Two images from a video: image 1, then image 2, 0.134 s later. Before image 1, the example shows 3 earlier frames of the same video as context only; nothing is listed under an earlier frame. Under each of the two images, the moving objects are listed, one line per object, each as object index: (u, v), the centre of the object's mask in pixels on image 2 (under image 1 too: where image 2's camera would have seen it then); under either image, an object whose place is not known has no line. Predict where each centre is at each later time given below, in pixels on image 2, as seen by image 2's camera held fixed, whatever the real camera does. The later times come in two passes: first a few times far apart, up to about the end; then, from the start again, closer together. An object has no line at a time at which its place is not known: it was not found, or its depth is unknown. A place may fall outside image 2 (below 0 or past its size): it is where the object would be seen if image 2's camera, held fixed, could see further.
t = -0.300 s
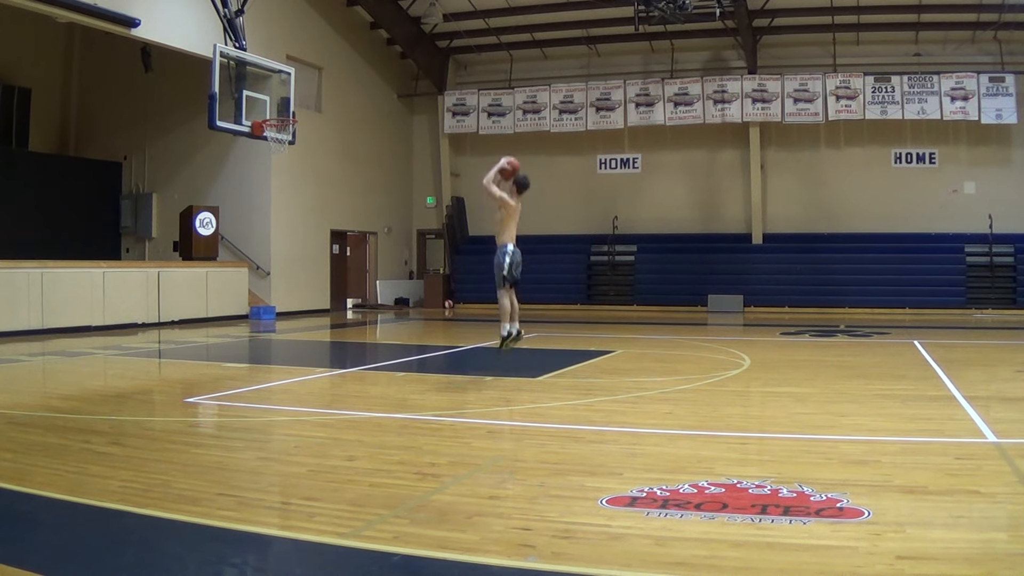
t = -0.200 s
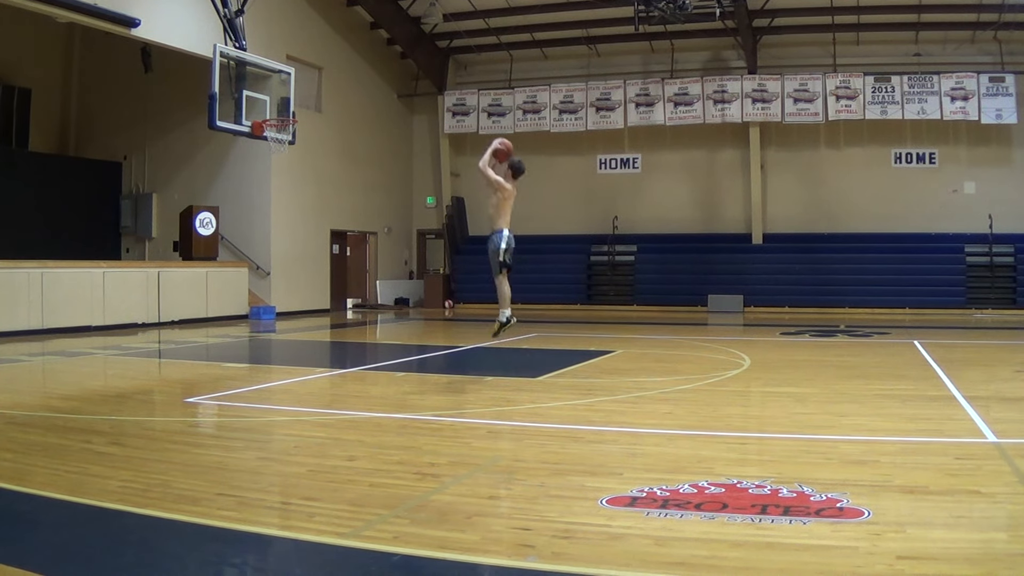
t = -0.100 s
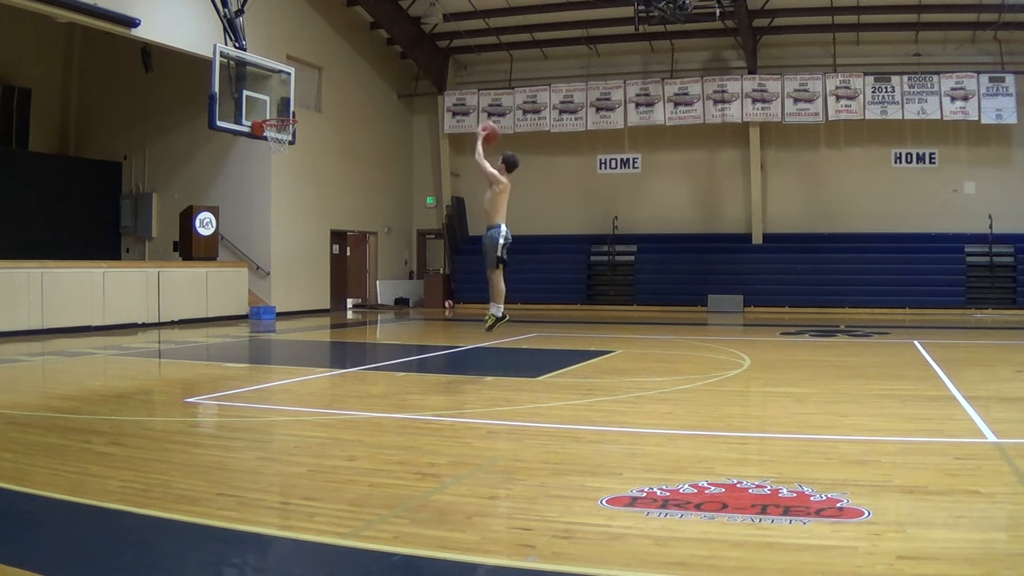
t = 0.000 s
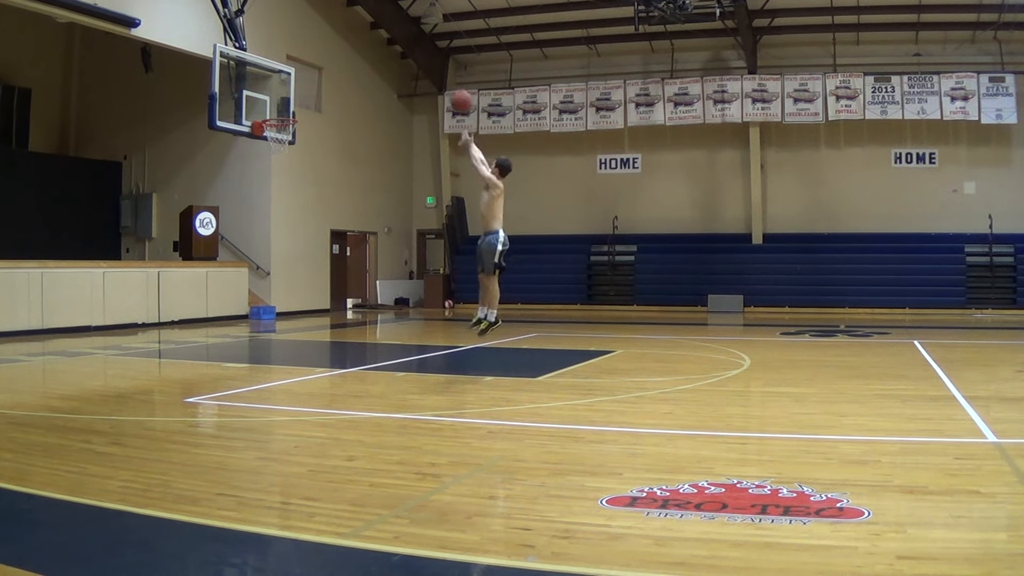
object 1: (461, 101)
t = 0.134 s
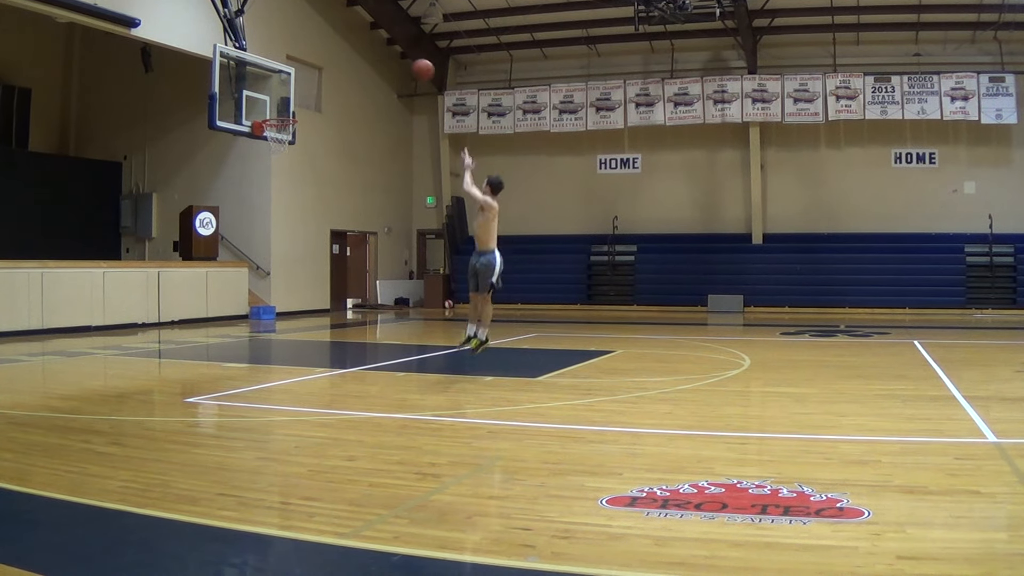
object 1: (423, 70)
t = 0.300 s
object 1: (379, 53)
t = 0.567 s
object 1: (316, 74)
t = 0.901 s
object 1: (288, 151)
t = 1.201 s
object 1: (313, 224)
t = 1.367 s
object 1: (327, 293)
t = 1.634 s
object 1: (347, 287)
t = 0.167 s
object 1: (414, 65)
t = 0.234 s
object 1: (397, 56)
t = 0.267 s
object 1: (388, 54)
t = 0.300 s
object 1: (379, 53)
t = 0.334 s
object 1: (371, 53)
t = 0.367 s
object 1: (363, 53)
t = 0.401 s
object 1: (355, 55)
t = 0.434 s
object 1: (347, 57)
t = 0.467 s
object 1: (339, 60)
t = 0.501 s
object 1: (332, 64)
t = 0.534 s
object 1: (324, 68)
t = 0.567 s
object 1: (316, 74)
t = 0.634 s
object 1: (302, 87)
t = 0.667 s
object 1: (295, 94)
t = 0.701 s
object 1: (288, 103)
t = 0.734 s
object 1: (281, 110)
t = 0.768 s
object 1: (275, 115)
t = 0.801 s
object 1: (276, 127)
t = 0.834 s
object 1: (281, 131)
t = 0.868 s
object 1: (285, 145)
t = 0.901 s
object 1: (288, 151)
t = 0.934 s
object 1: (291, 155)
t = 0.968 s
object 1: (294, 160)
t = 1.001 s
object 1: (296, 167)
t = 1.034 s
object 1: (299, 174)
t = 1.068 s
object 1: (302, 183)
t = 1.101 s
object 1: (305, 191)
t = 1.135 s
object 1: (307, 201)
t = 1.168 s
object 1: (310, 212)
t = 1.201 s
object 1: (313, 224)
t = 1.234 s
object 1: (316, 236)
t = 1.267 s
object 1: (319, 249)
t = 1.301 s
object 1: (322, 263)
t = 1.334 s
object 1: (325, 278)
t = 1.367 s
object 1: (327, 293)
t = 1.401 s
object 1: (331, 310)
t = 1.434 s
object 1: (333, 328)
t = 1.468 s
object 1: (336, 346)
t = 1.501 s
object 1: (338, 333)
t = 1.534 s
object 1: (340, 321)
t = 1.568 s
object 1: (342, 309)
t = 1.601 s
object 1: (345, 296)
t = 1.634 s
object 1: (347, 287)
